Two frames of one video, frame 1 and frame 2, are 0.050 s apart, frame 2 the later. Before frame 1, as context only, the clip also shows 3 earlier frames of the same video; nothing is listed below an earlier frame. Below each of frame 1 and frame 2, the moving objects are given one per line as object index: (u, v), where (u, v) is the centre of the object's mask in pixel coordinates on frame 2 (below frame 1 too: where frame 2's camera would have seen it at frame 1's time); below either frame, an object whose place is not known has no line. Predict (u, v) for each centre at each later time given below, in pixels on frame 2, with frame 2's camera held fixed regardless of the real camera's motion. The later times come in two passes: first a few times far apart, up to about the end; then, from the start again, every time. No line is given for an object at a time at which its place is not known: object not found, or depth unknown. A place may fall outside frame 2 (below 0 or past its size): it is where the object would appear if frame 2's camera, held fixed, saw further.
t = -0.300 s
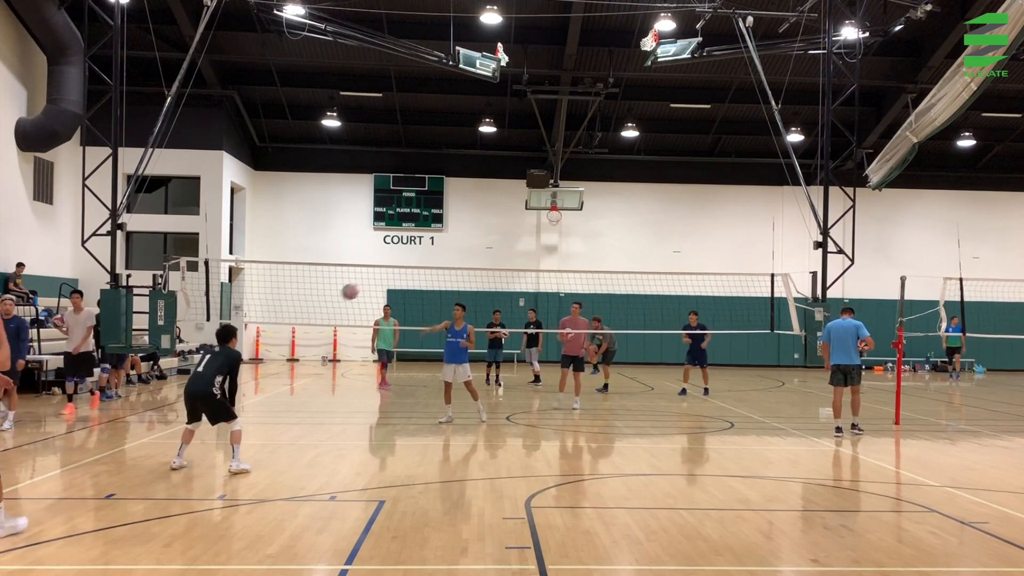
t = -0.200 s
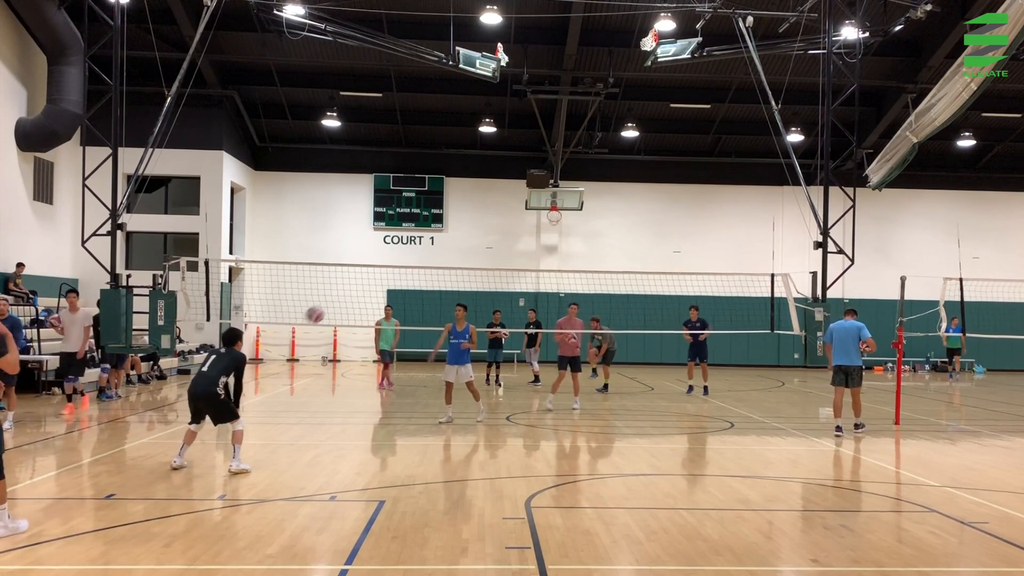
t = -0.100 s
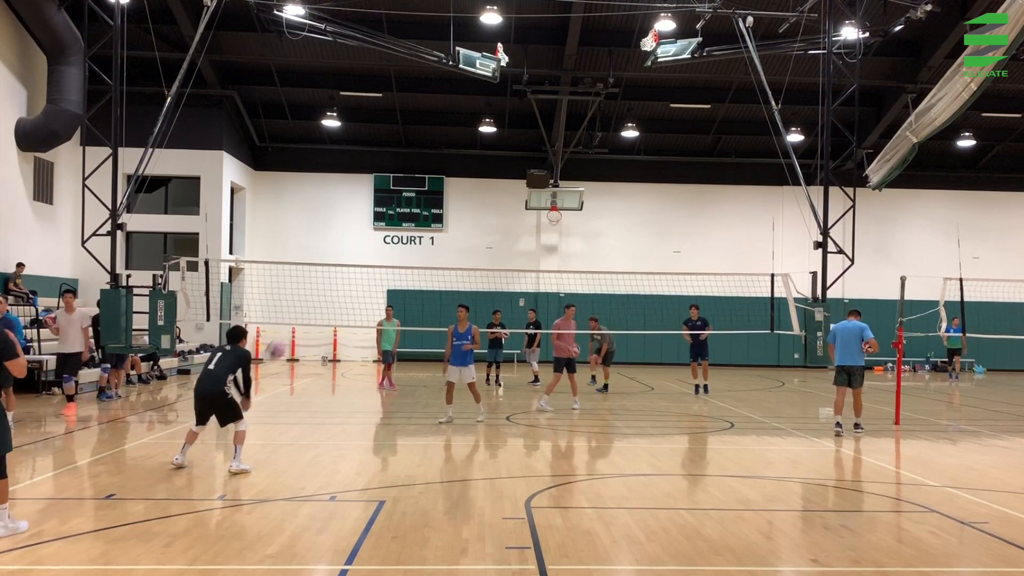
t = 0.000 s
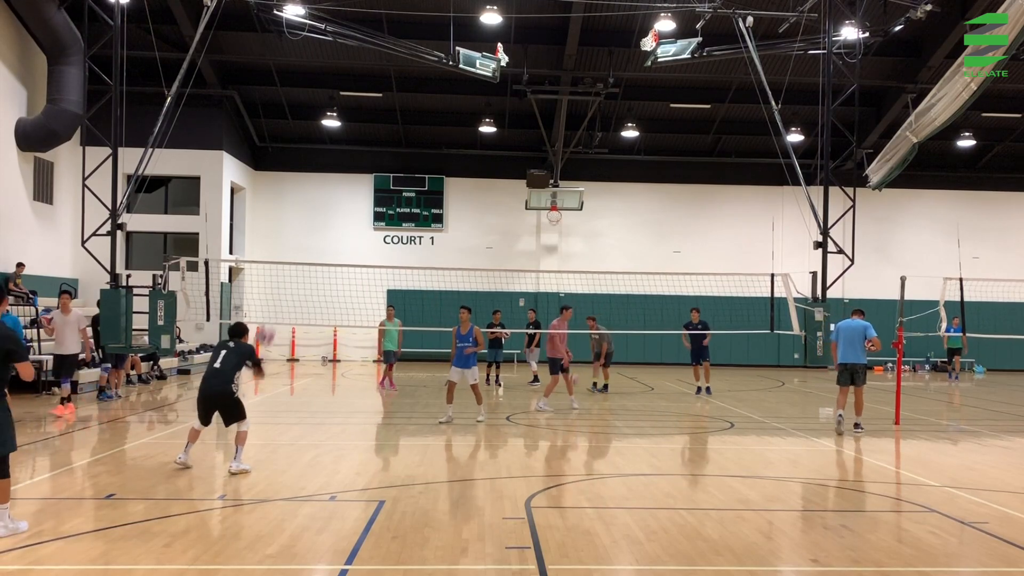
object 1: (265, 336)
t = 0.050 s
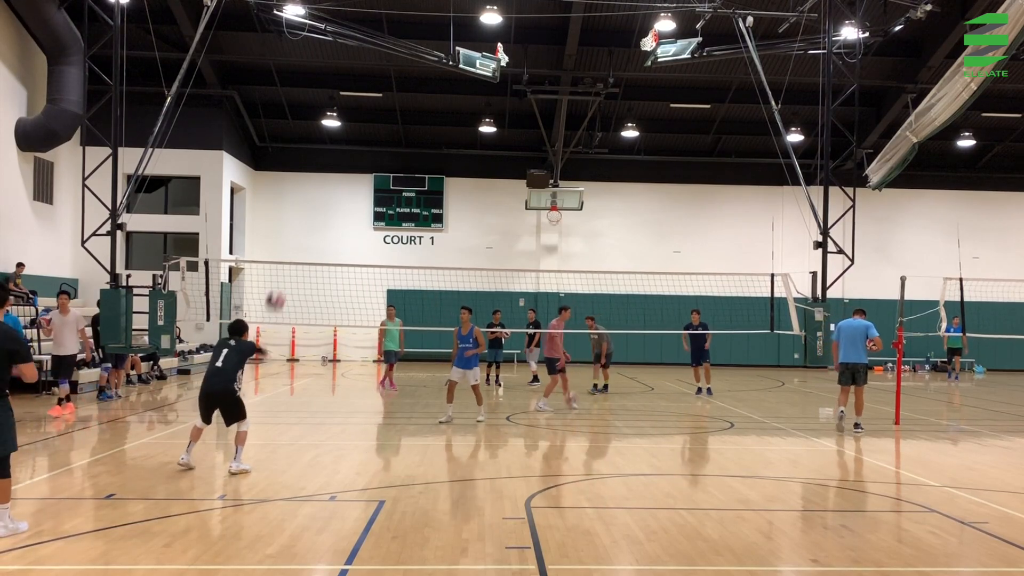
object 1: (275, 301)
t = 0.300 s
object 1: (320, 180)
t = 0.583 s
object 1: (361, 123)
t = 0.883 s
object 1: (396, 132)
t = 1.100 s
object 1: (417, 174)
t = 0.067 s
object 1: (279, 291)
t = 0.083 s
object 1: (281, 281)
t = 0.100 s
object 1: (285, 272)
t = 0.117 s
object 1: (288, 261)
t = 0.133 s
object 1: (291, 251)
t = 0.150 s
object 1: (294, 244)
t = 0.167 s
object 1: (297, 235)
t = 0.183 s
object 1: (300, 227)
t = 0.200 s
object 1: (303, 219)
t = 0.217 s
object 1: (306, 212)
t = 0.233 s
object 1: (309, 205)
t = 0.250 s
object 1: (312, 198)
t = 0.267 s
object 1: (314, 192)
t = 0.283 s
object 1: (317, 187)
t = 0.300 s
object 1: (320, 180)
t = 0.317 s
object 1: (323, 174)
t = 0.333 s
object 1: (325, 168)
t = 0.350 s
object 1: (328, 164)
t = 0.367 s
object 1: (330, 160)
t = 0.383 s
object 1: (333, 156)
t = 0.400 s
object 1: (335, 152)
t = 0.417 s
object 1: (337, 148)
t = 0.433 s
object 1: (340, 144)
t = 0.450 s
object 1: (342, 141)
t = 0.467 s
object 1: (345, 138)
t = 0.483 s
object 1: (347, 135)
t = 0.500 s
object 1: (349, 132)
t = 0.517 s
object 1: (352, 130)
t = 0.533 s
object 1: (354, 128)
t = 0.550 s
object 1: (356, 126)
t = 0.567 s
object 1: (358, 124)
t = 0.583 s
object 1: (361, 123)
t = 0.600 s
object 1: (363, 122)
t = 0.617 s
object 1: (365, 121)
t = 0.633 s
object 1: (367, 120)
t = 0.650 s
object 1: (369, 119)
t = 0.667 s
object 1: (371, 119)
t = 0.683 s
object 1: (374, 119)
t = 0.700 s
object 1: (375, 119)
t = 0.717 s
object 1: (377, 119)
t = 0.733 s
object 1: (379, 120)
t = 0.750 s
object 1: (381, 120)
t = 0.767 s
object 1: (383, 121)
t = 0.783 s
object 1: (385, 122)
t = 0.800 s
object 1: (387, 123)
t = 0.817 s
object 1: (389, 125)
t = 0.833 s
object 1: (390, 126)
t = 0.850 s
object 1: (392, 128)
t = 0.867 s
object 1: (394, 130)
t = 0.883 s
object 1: (396, 132)
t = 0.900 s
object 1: (398, 134)
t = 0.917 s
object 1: (399, 137)
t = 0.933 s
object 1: (401, 139)
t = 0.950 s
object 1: (403, 142)
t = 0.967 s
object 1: (404, 145)
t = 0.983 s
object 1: (406, 148)
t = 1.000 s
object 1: (408, 152)
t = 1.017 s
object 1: (409, 155)
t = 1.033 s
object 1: (411, 158)
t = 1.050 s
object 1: (413, 162)
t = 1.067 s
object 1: (414, 166)
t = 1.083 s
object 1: (416, 170)
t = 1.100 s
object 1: (417, 174)
